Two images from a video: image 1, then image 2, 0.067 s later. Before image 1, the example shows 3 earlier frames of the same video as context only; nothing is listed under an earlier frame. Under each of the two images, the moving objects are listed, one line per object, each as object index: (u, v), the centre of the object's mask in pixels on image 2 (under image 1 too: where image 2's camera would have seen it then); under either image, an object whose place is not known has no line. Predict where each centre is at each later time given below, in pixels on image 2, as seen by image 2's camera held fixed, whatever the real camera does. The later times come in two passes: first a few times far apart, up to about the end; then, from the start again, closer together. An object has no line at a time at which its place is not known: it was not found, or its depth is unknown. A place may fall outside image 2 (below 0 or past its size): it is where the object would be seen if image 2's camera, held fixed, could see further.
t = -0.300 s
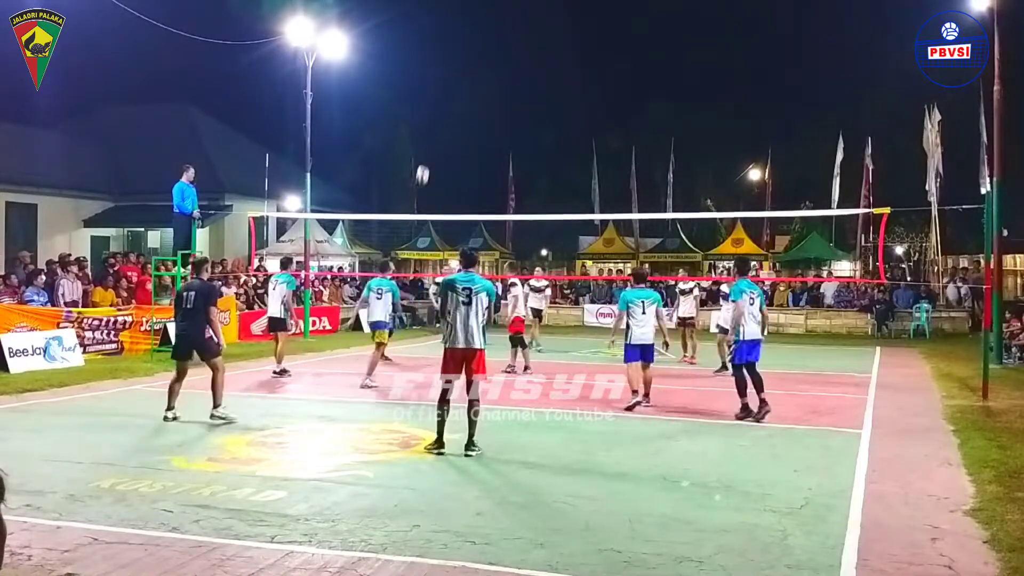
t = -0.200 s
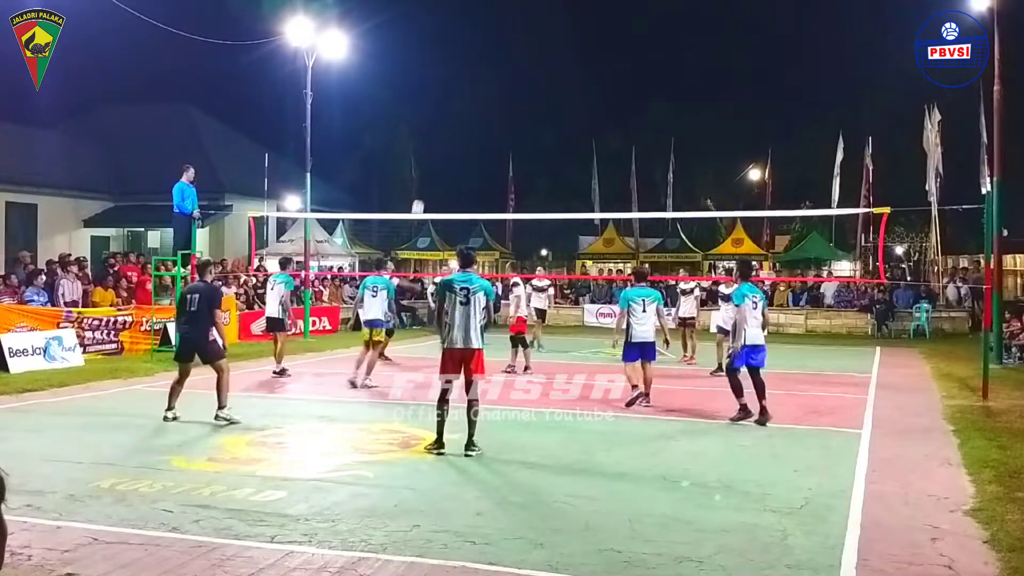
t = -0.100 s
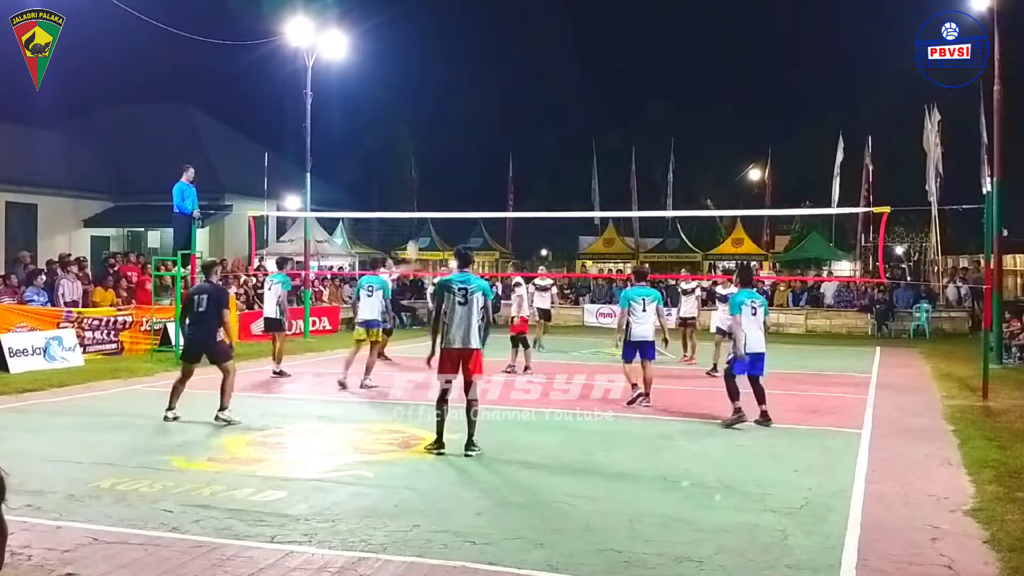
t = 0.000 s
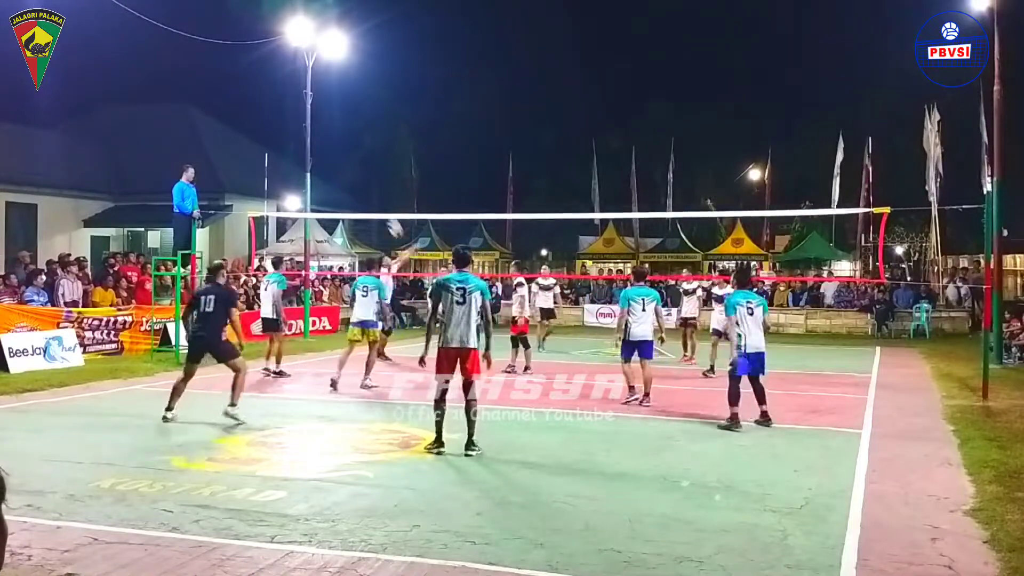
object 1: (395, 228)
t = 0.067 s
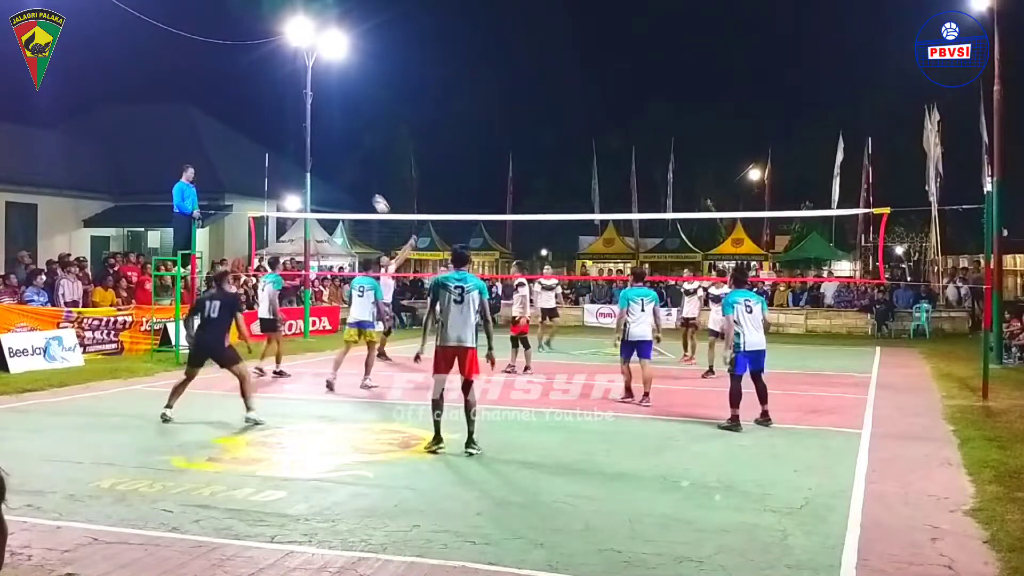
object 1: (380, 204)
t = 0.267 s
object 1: (335, 147)
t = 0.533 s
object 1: (263, 105)
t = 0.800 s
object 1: (175, 115)
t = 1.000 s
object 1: (99, 169)
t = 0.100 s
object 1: (373, 194)
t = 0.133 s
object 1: (366, 183)
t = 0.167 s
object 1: (359, 173)
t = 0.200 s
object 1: (351, 164)
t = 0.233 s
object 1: (343, 155)
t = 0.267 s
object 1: (335, 147)
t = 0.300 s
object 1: (327, 139)
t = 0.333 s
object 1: (318, 132)
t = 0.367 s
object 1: (309, 126)
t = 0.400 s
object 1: (299, 120)
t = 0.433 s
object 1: (291, 115)
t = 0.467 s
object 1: (282, 111)
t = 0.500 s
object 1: (272, 107)
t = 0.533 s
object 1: (263, 105)
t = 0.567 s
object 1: (252, 103)
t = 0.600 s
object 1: (242, 102)
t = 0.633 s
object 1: (232, 102)
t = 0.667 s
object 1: (221, 102)
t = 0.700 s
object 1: (210, 104)
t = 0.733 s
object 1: (199, 108)
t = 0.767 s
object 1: (187, 110)
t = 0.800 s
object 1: (175, 115)
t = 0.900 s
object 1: (139, 136)
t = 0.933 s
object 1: (125, 146)
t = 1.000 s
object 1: (99, 169)
